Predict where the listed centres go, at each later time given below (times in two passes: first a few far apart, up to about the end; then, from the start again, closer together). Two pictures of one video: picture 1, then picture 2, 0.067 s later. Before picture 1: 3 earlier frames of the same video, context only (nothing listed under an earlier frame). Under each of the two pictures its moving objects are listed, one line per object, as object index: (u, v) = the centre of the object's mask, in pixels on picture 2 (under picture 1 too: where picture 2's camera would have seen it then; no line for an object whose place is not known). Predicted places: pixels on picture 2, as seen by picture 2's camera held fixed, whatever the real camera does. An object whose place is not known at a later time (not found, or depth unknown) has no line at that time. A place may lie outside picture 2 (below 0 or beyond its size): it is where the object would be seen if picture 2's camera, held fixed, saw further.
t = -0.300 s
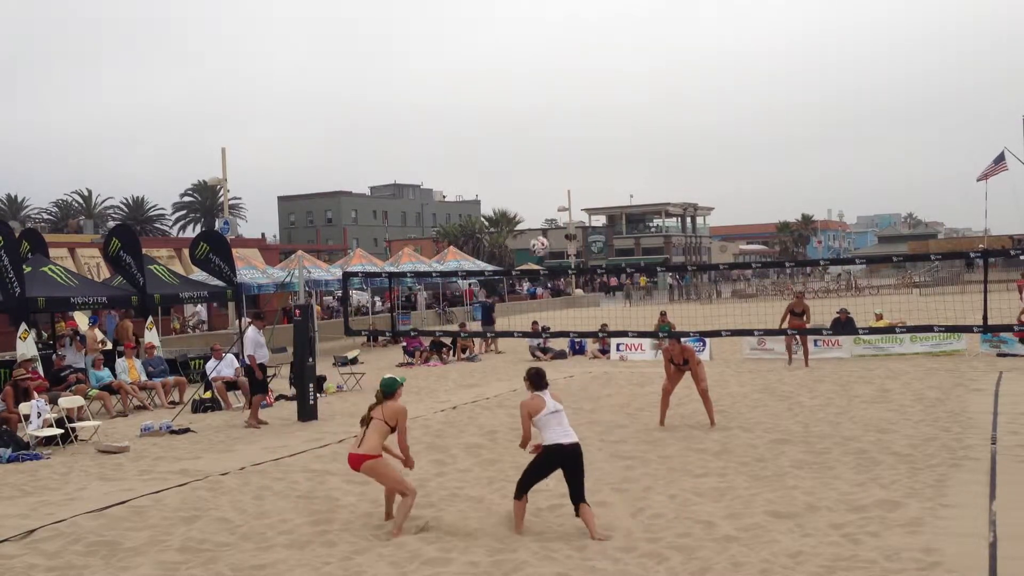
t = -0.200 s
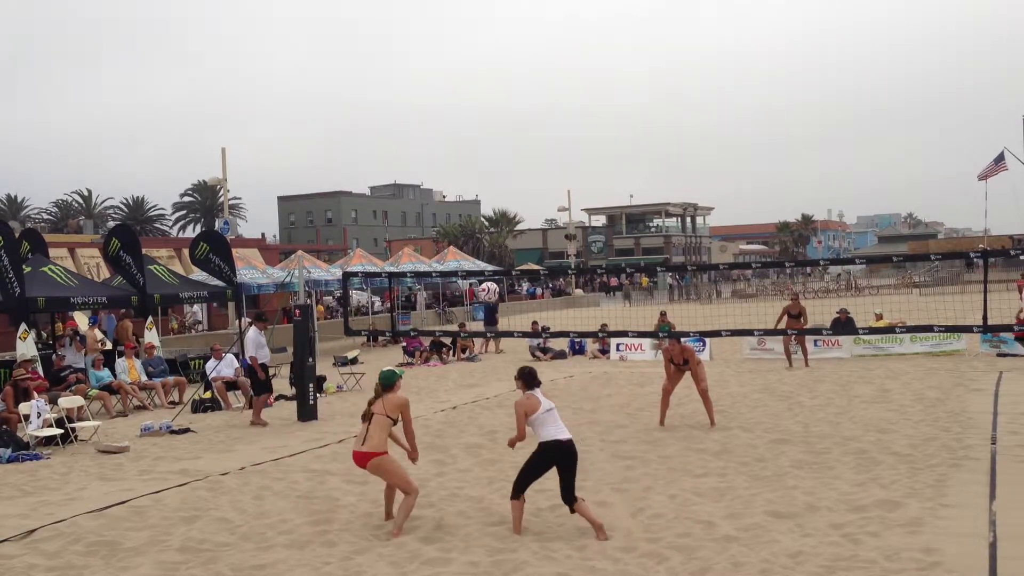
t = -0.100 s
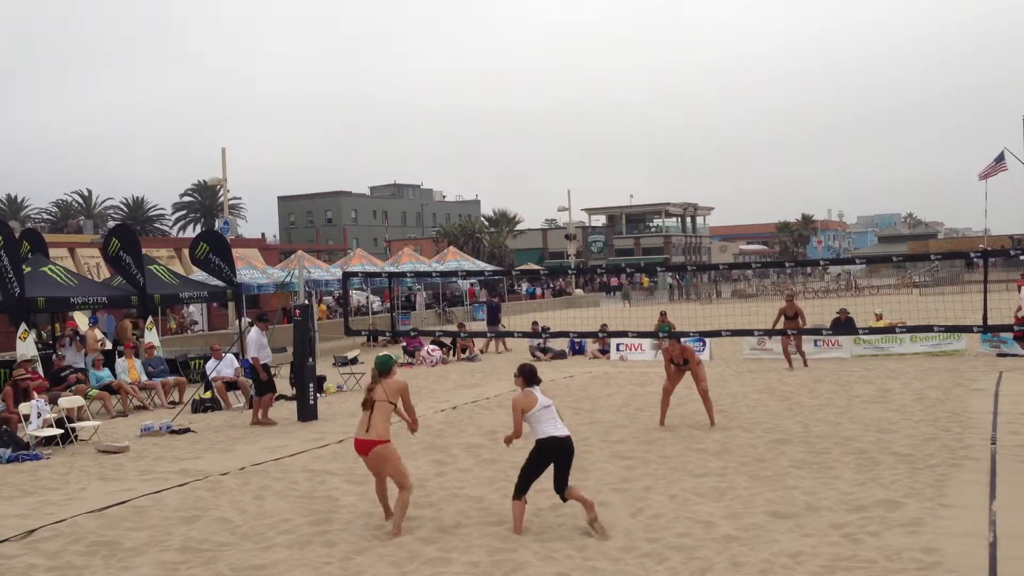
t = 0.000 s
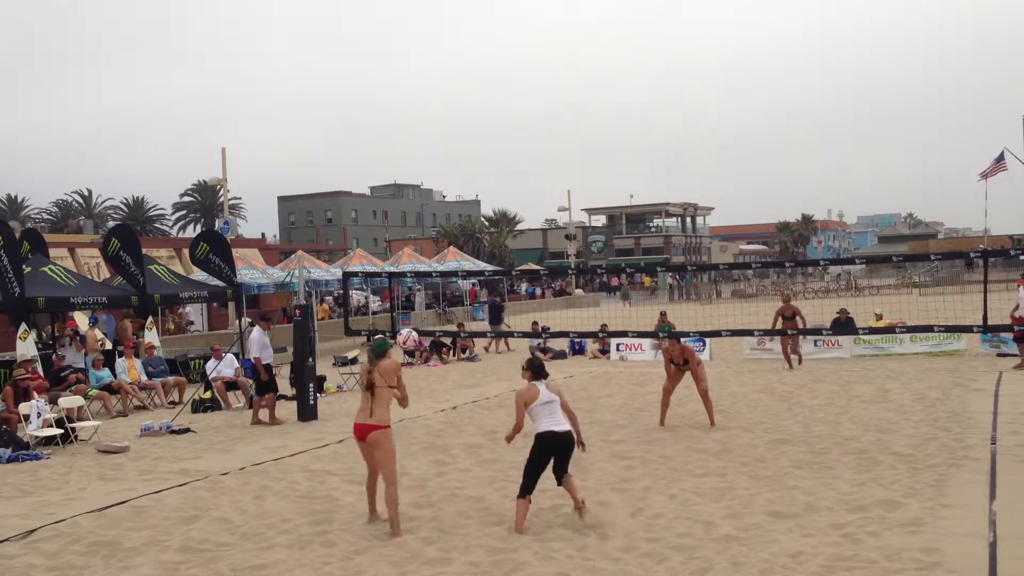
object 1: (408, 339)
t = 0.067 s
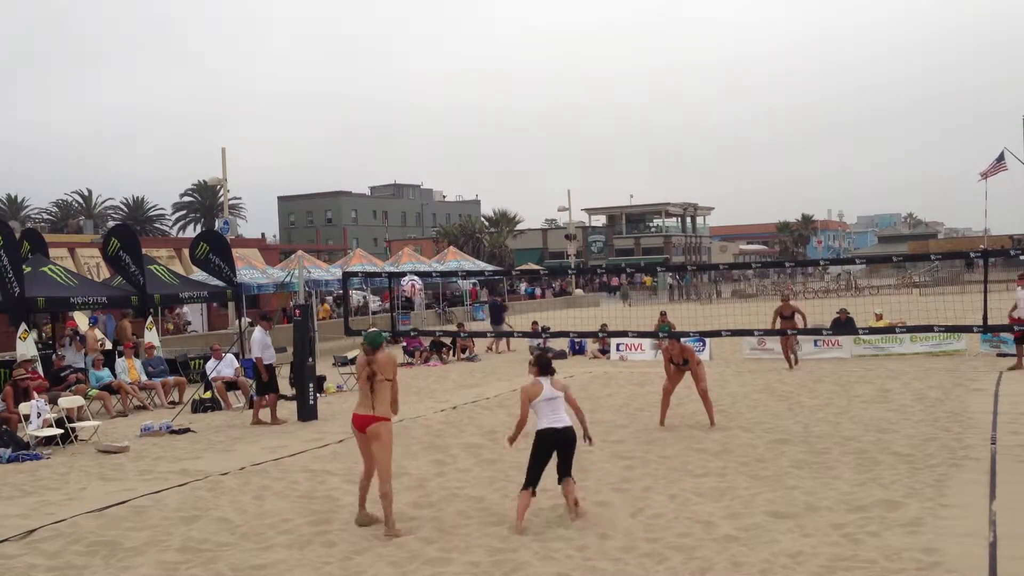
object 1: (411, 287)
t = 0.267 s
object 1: (421, 159)
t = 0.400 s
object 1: (428, 101)
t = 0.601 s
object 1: (437, 49)
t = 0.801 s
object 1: (445, 36)
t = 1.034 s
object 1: (455, 66)
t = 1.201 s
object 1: (462, 113)
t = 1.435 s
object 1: (471, 213)
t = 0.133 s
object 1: (414, 238)
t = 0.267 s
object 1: (421, 159)
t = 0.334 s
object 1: (425, 128)
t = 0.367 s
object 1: (426, 114)
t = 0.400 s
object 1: (428, 101)
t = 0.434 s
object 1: (429, 90)
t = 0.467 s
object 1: (431, 79)
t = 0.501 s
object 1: (432, 70)
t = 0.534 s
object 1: (433, 61)
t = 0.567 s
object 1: (435, 55)
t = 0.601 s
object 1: (437, 49)
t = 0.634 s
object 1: (438, 44)
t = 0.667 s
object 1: (439, 40)
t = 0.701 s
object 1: (441, 38)
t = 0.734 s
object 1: (442, 36)
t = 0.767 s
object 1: (444, 36)
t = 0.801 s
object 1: (445, 36)
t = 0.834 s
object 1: (446, 37)
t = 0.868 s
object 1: (448, 39)
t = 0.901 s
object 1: (449, 43)
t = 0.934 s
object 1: (451, 47)
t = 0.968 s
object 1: (452, 52)
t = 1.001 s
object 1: (453, 59)
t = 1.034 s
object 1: (455, 66)
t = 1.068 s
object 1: (456, 74)
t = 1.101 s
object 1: (458, 82)
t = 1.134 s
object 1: (459, 92)
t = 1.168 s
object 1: (460, 102)
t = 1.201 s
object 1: (462, 113)
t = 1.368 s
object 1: (468, 180)
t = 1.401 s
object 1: (469, 196)
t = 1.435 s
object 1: (471, 213)
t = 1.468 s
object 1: (472, 229)
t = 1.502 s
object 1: (474, 247)
